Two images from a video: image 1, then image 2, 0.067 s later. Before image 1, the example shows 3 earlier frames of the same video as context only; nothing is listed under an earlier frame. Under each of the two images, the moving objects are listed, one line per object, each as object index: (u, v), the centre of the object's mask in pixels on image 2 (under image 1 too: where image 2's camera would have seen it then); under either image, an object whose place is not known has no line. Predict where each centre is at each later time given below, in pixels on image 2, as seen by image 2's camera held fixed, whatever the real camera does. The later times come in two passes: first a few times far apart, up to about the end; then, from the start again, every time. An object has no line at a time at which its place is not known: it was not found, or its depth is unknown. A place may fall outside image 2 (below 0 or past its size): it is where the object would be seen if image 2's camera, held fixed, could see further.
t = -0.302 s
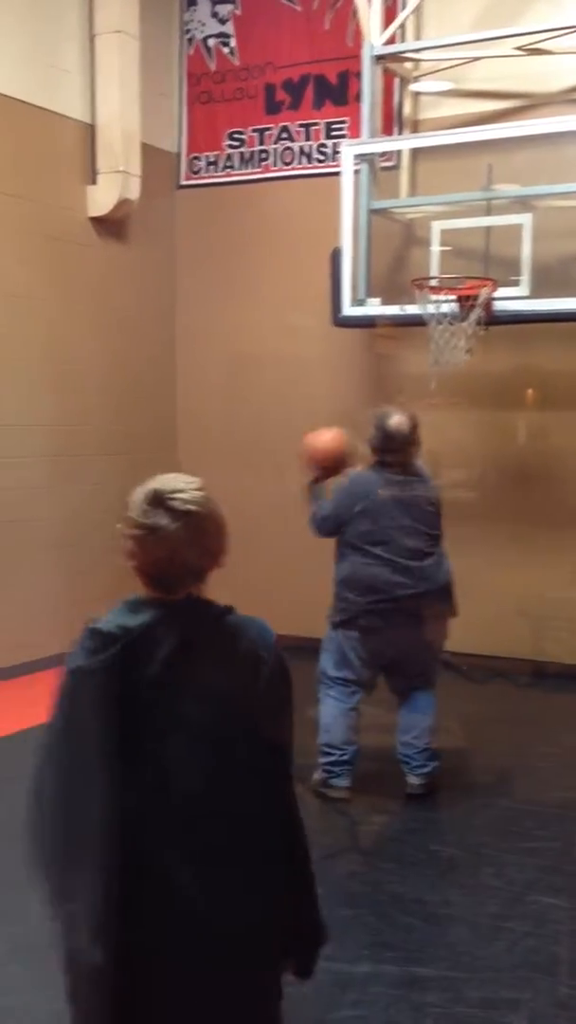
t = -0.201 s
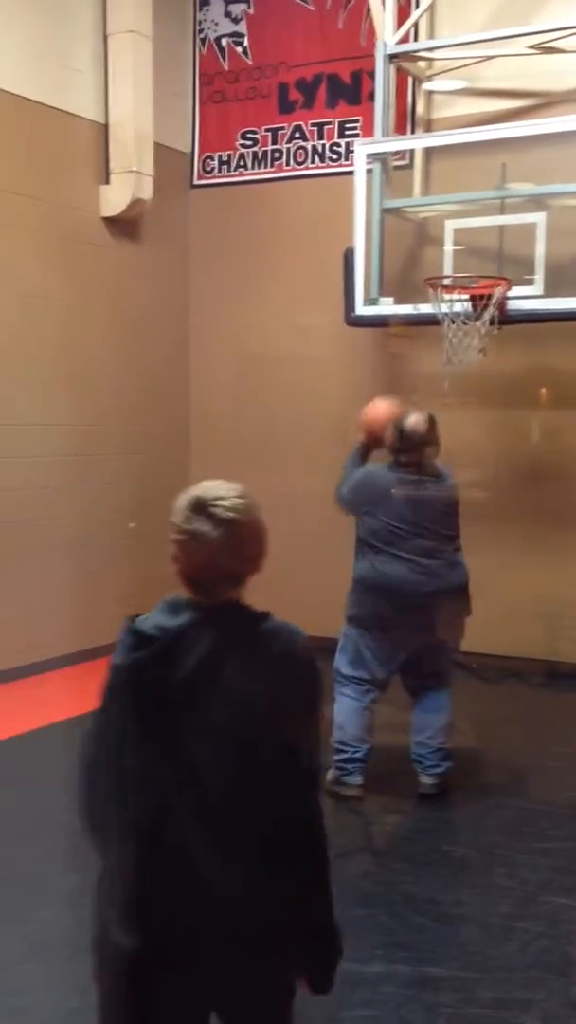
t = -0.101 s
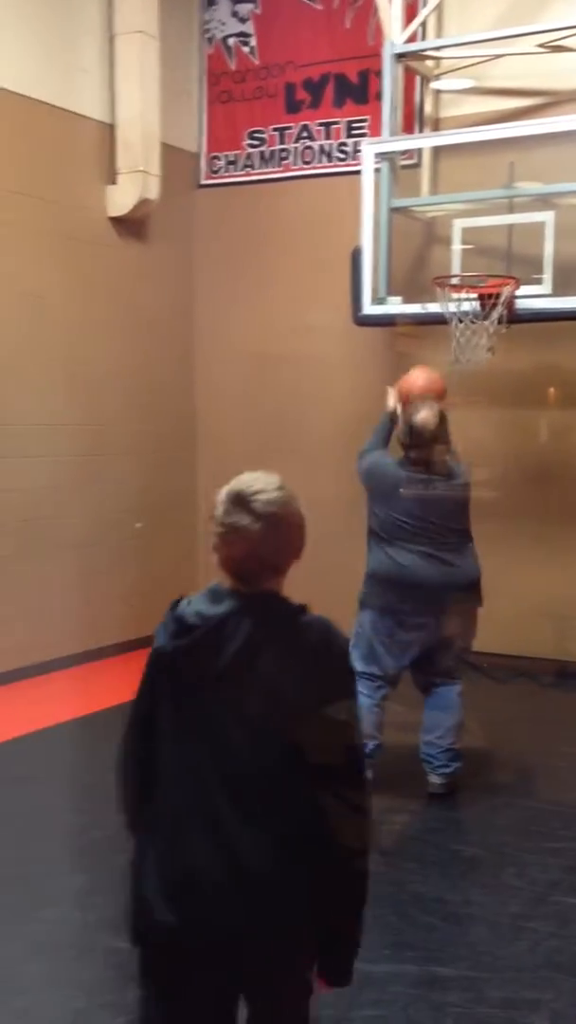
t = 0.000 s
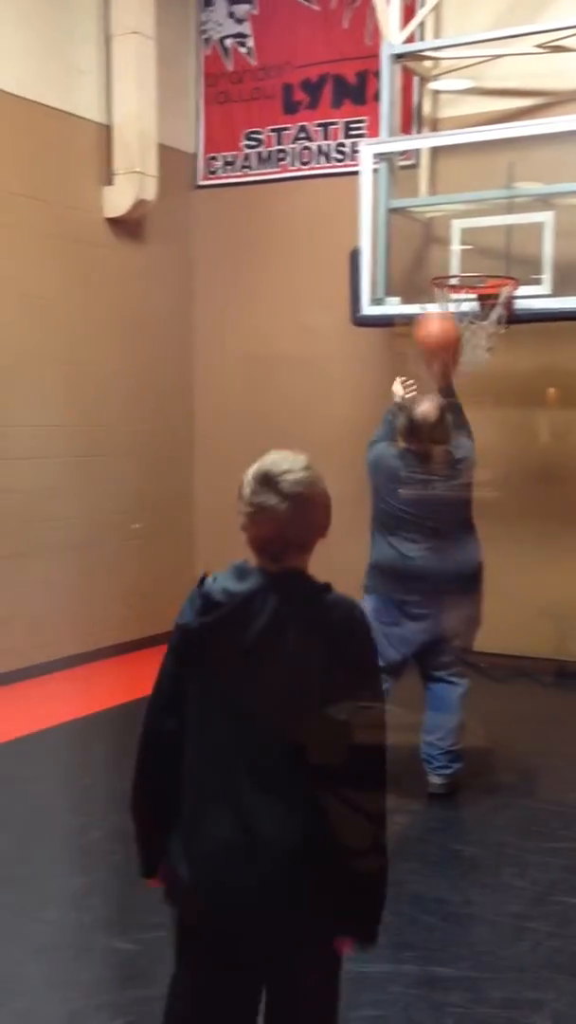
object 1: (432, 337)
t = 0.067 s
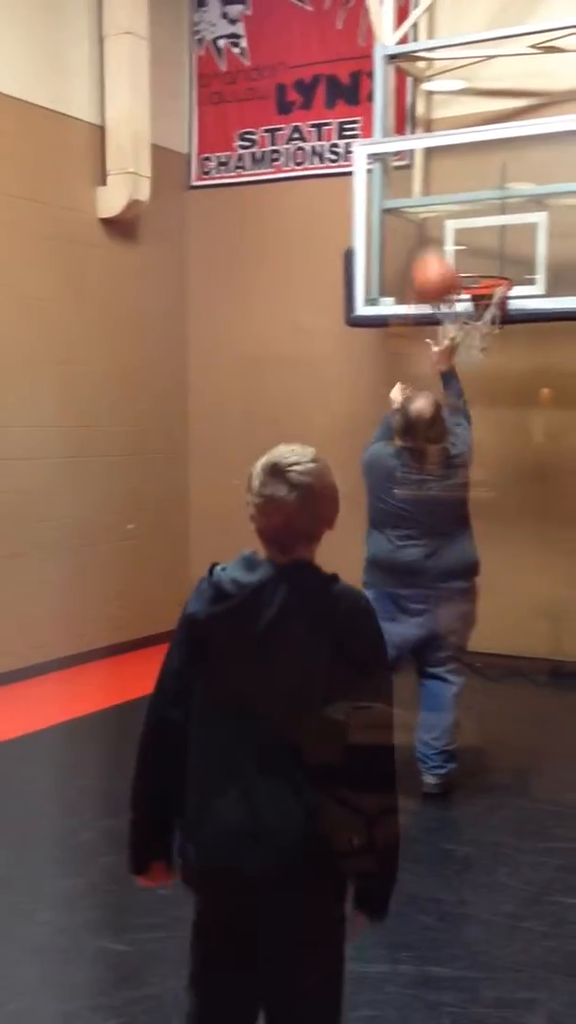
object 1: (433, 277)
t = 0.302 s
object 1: (447, 169)
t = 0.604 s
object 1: (457, 190)
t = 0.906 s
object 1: (427, 234)
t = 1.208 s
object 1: (393, 239)
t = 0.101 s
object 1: (436, 257)
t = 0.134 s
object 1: (439, 234)
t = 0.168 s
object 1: (440, 218)
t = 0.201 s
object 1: (443, 201)
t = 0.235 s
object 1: (444, 188)
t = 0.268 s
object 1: (446, 177)
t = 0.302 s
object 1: (447, 169)
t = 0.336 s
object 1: (448, 165)
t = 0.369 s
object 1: (449, 161)
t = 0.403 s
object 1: (450, 160)
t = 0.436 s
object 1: (451, 160)
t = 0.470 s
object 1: (452, 162)
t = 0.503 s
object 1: (453, 166)
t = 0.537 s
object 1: (455, 171)
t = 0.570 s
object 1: (456, 180)
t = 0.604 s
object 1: (457, 190)
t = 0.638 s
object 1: (458, 202)
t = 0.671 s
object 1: (459, 214)
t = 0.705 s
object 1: (457, 225)
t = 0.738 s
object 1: (451, 234)
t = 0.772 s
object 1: (446, 247)
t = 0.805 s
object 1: (441, 257)
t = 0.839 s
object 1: (435, 254)
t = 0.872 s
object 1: (431, 243)
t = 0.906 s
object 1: (427, 234)
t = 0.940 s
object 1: (424, 228)
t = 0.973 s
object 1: (420, 223)
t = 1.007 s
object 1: (417, 219)
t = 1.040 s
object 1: (412, 217)
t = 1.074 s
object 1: (408, 218)
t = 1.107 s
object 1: (405, 220)
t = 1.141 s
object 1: (401, 223)
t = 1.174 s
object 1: (397, 231)
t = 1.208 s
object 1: (393, 239)
